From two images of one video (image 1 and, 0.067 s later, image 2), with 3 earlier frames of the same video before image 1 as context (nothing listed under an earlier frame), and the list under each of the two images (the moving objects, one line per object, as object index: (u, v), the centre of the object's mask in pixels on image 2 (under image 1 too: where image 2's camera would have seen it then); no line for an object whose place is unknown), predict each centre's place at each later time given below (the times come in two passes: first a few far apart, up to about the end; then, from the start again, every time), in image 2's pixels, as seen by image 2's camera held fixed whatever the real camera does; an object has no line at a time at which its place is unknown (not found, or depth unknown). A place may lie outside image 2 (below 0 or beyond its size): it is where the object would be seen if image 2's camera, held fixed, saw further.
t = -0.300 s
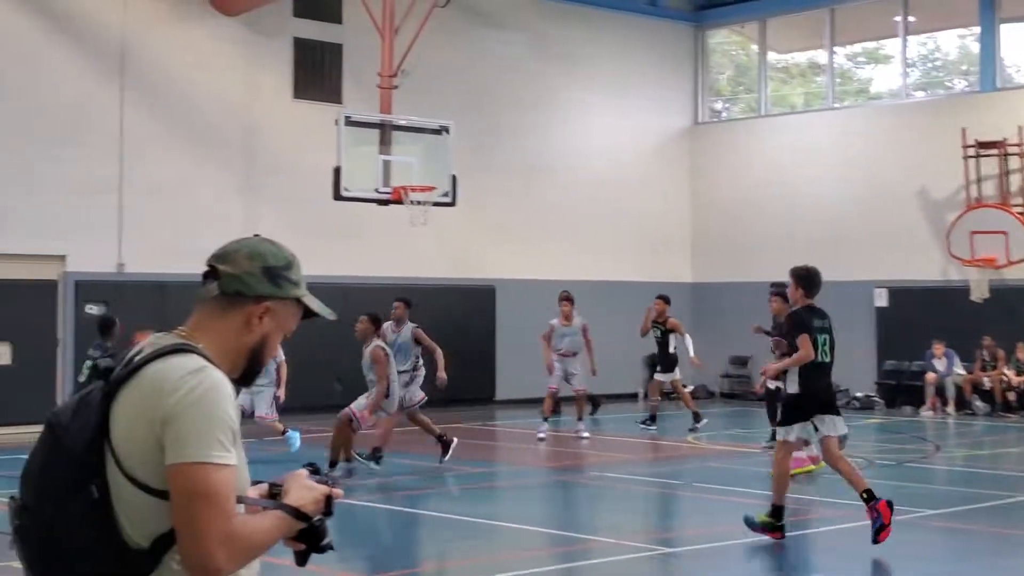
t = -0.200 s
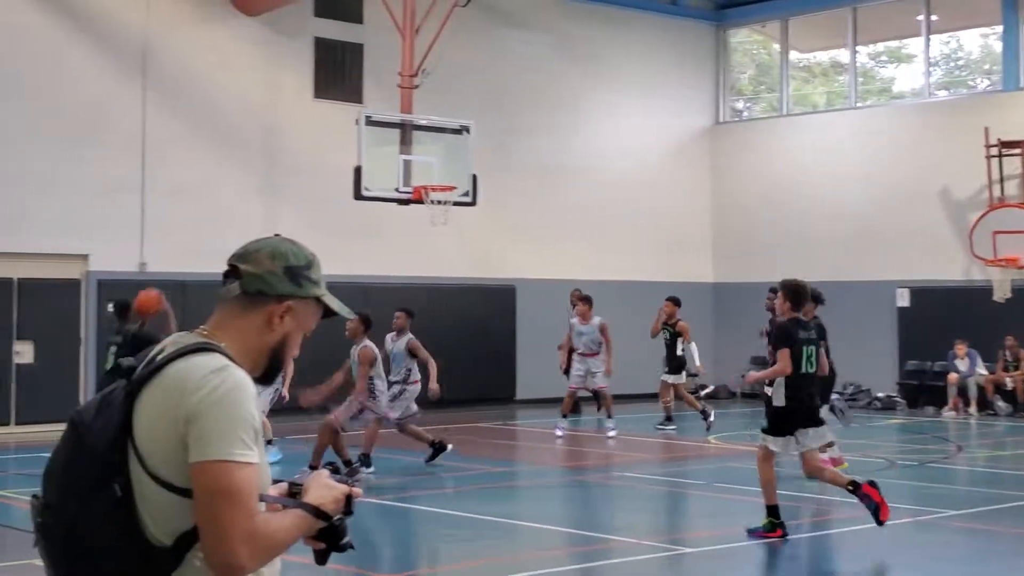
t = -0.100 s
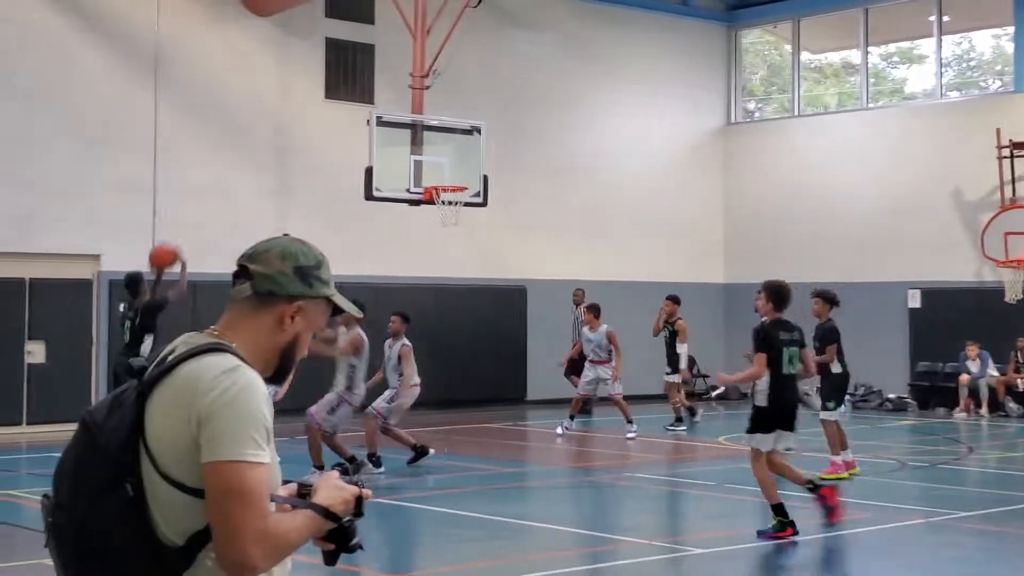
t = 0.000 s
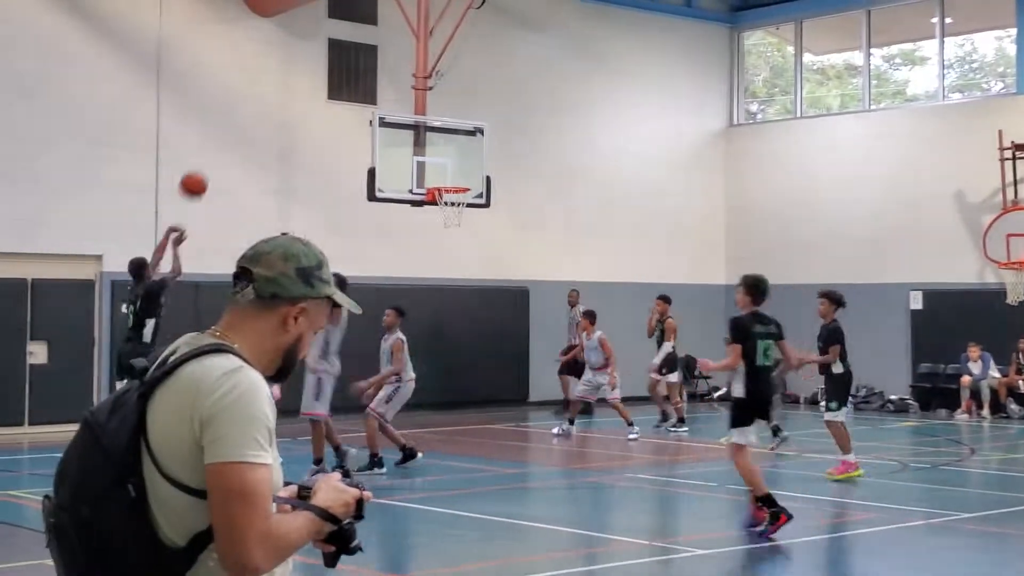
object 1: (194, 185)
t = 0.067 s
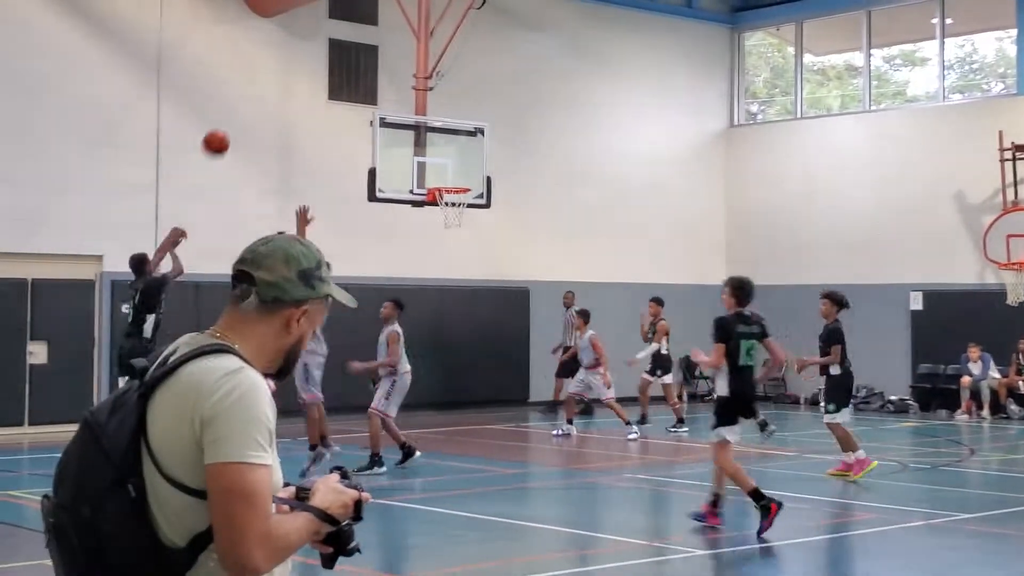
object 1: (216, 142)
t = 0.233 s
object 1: (266, 65)
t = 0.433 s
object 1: (319, 19)
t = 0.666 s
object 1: (372, 18)
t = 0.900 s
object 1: (418, 62)
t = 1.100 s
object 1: (453, 129)
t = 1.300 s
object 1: (484, 219)
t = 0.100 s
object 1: (226, 124)
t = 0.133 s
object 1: (236, 107)
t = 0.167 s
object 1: (246, 92)
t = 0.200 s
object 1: (257, 77)
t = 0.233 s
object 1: (266, 65)
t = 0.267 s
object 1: (275, 54)
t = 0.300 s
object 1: (284, 45)
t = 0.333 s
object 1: (294, 37)
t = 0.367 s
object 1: (302, 30)
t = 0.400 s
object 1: (311, 24)
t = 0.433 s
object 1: (319, 19)
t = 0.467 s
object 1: (327, 16)
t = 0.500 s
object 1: (336, 14)
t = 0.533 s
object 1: (343, 12)
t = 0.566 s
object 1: (351, 13)
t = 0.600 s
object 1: (358, 13)
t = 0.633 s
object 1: (365, 15)
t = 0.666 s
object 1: (372, 18)
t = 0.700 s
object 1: (379, 22)
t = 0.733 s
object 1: (386, 26)
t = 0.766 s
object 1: (392, 32)
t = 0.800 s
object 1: (399, 38)
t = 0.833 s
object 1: (405, 45)
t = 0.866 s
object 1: (412, 53)
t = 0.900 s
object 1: (418, 62)
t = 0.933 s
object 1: (424, 72)
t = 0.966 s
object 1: (430, 82)
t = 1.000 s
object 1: (436, 92)
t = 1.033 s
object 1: (441, 104)
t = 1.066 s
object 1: (447, 116)
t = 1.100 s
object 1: (453, 129)
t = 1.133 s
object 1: (458, 142)
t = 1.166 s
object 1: (463, 157)
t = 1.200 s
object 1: (469, 172)
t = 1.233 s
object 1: (473, 186)
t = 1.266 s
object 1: (479, 202)
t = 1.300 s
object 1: (484, 219)
